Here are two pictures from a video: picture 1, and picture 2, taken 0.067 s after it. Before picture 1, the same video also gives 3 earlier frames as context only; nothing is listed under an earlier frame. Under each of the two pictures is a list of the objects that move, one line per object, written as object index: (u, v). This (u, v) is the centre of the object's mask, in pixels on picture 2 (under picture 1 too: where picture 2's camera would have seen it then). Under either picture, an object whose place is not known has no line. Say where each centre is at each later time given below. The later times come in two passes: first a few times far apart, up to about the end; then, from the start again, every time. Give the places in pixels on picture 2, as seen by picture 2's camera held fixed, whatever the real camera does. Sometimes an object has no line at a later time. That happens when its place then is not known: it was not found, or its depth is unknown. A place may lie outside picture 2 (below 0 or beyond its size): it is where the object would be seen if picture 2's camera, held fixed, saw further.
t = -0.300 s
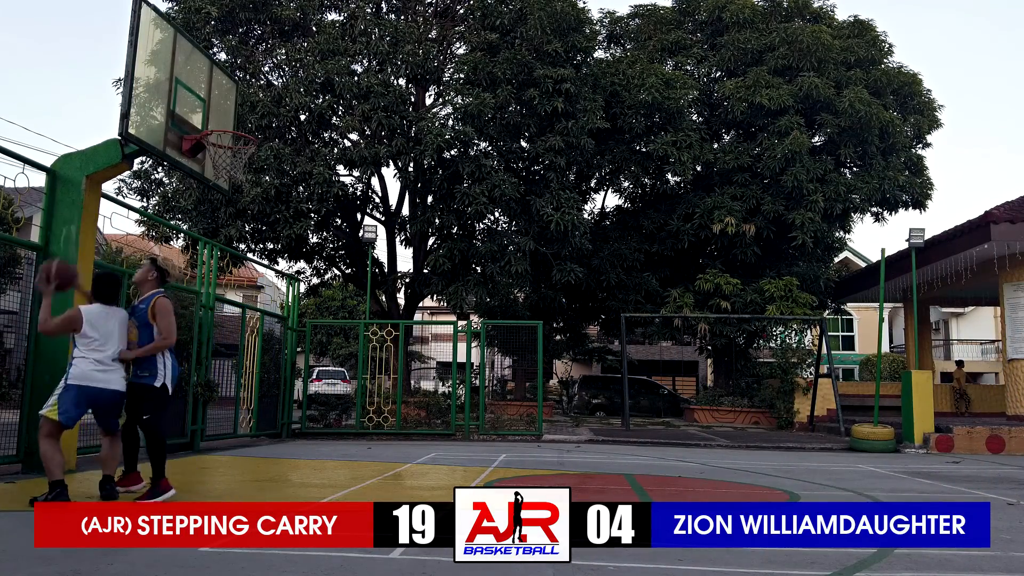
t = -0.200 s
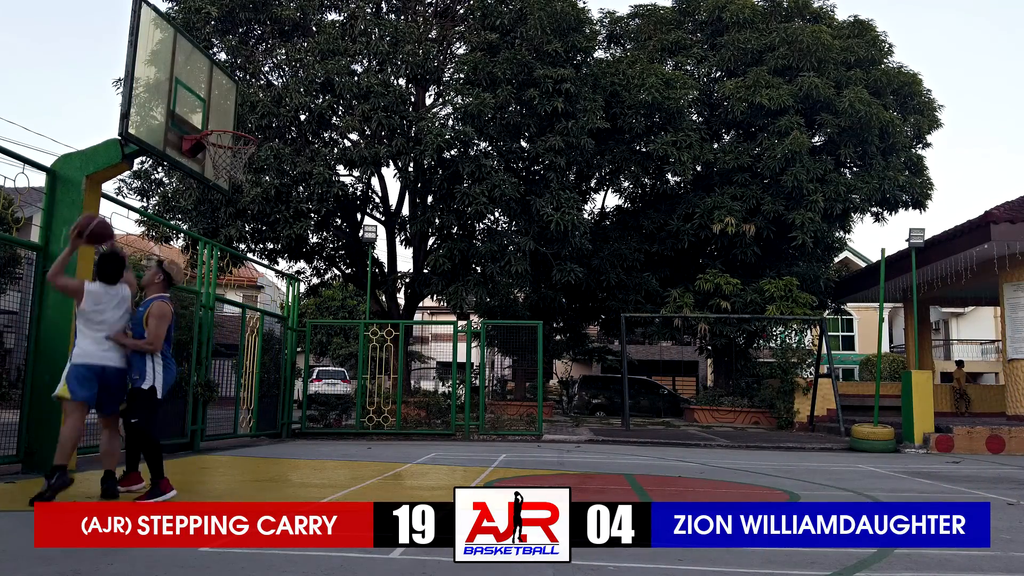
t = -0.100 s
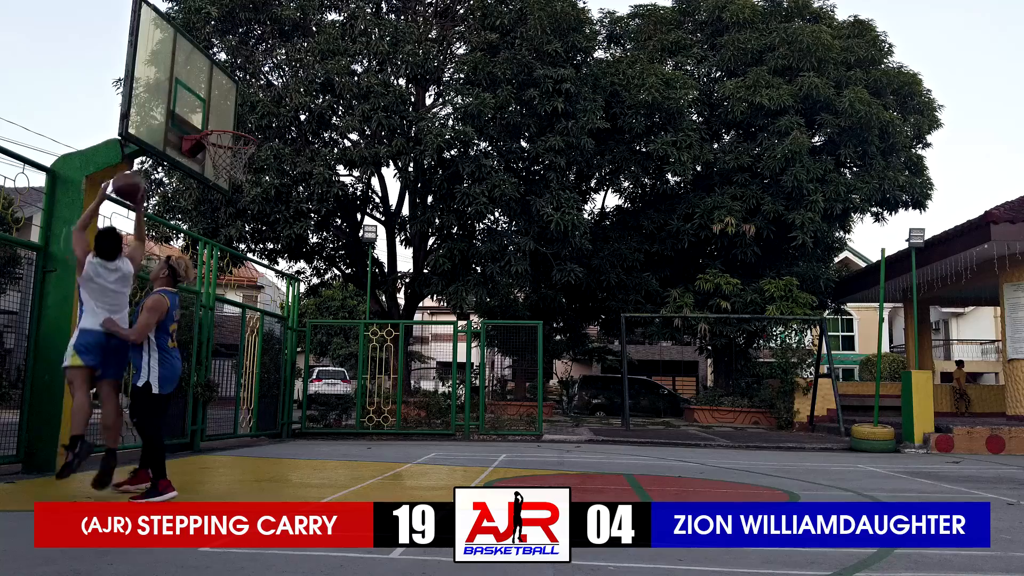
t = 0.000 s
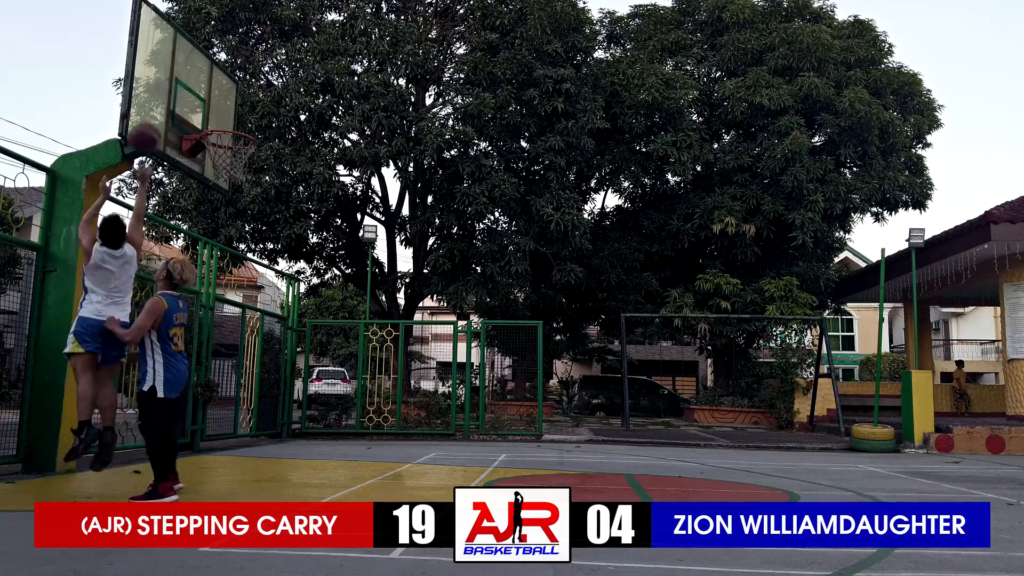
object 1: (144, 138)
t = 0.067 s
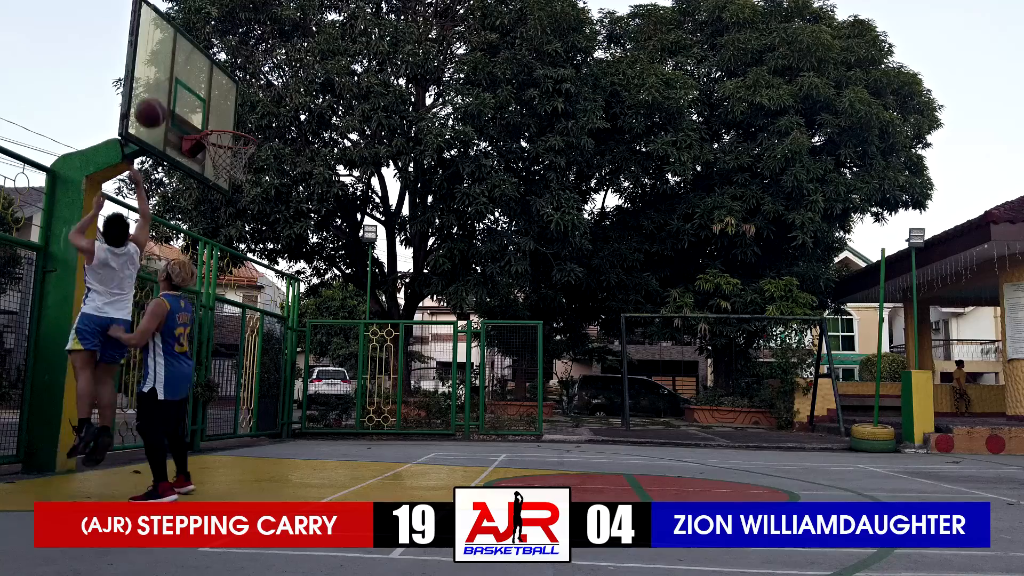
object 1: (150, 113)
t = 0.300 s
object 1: (189, 90)
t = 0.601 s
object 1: (241, 149)
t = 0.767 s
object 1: (229, 180)
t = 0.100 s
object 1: (152, 103)
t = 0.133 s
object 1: (155, 95)
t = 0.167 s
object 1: (160, 90)
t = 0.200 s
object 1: (168, 88)
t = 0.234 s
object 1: (175, 87)
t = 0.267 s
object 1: (182, 88)
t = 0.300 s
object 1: (189, 90)
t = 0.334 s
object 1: (195, 93)
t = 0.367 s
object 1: (201, 97)
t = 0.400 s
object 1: (208, 102)
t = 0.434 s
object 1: (214, 107)
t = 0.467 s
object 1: (221, 116)
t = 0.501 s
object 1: (225, 122)
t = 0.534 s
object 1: (231, 131)
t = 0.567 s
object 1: (236, 142)
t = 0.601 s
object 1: (241, 149)
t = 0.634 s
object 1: (241, 154)
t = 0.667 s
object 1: (242, 155)
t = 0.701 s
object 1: (236, 171)
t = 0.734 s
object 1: (232, 178)
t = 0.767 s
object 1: (229, 180)
